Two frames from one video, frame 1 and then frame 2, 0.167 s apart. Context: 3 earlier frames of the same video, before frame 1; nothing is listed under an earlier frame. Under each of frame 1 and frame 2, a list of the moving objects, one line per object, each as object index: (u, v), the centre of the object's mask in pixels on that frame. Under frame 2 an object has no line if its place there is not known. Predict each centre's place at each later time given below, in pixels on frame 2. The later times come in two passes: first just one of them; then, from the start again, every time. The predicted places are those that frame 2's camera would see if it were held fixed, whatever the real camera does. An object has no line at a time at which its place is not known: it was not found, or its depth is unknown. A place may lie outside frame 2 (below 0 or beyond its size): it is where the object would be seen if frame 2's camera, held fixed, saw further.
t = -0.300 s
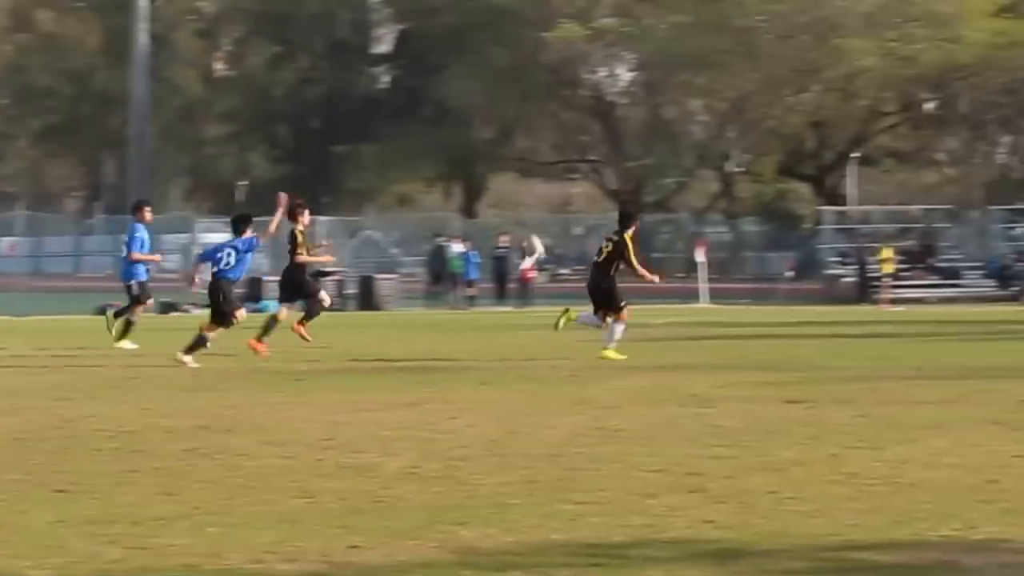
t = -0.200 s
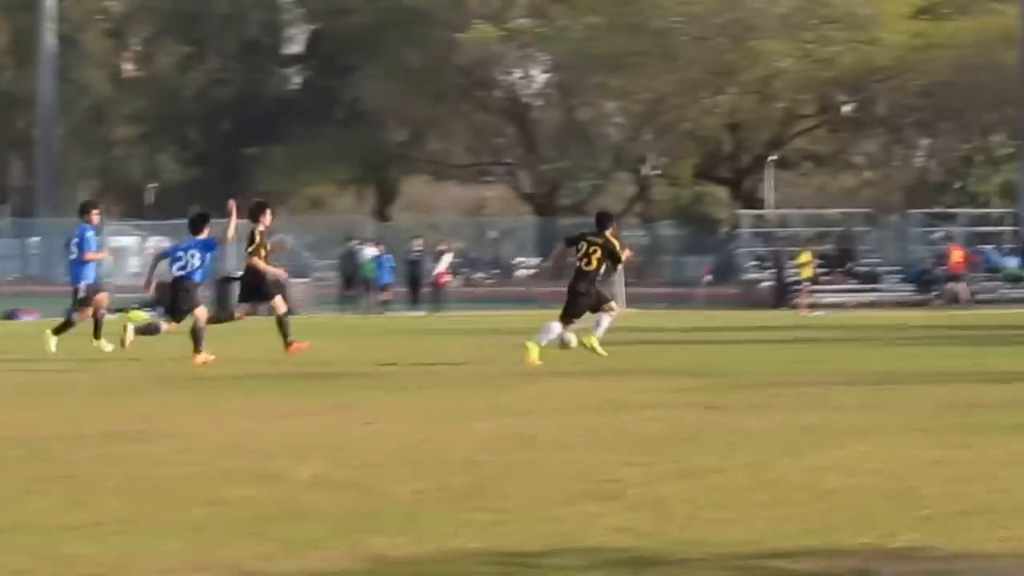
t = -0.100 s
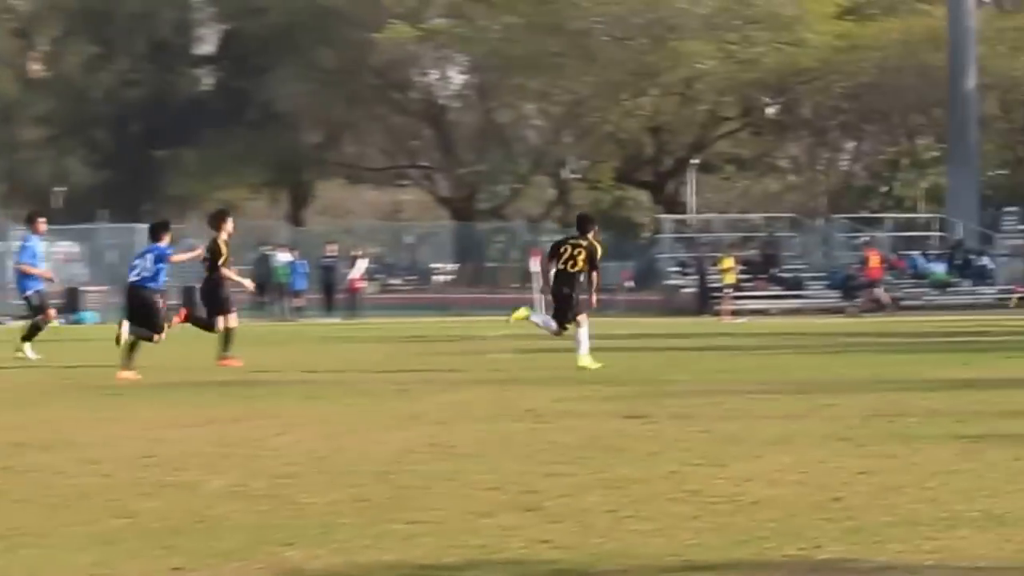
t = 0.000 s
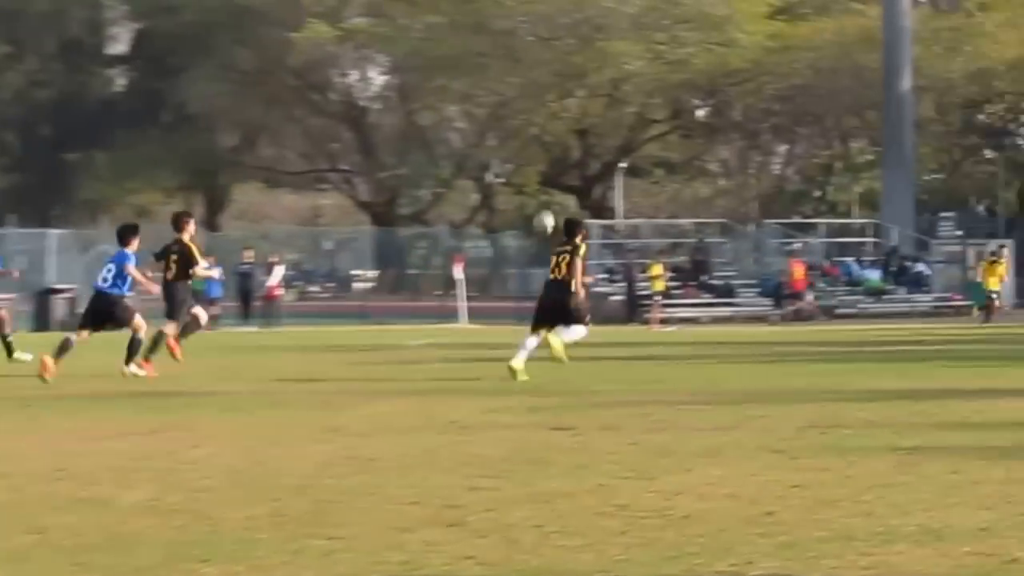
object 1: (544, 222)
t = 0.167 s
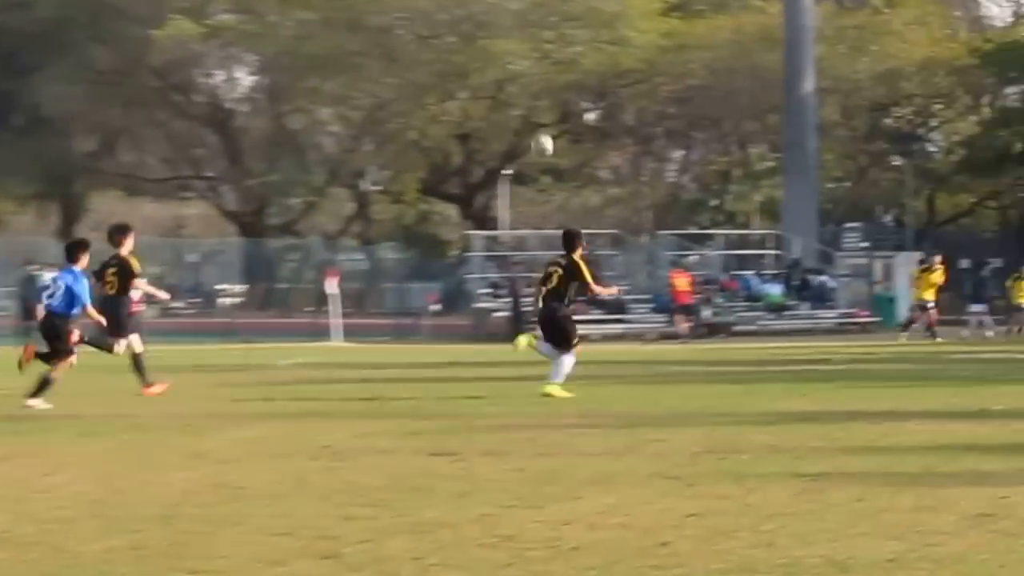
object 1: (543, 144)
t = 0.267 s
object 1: (613, 103)
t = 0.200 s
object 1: (566, 131)
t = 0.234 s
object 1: (590, 117)
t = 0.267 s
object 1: (613, 103)
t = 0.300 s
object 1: (640, 91)
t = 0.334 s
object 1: (662, 80)
